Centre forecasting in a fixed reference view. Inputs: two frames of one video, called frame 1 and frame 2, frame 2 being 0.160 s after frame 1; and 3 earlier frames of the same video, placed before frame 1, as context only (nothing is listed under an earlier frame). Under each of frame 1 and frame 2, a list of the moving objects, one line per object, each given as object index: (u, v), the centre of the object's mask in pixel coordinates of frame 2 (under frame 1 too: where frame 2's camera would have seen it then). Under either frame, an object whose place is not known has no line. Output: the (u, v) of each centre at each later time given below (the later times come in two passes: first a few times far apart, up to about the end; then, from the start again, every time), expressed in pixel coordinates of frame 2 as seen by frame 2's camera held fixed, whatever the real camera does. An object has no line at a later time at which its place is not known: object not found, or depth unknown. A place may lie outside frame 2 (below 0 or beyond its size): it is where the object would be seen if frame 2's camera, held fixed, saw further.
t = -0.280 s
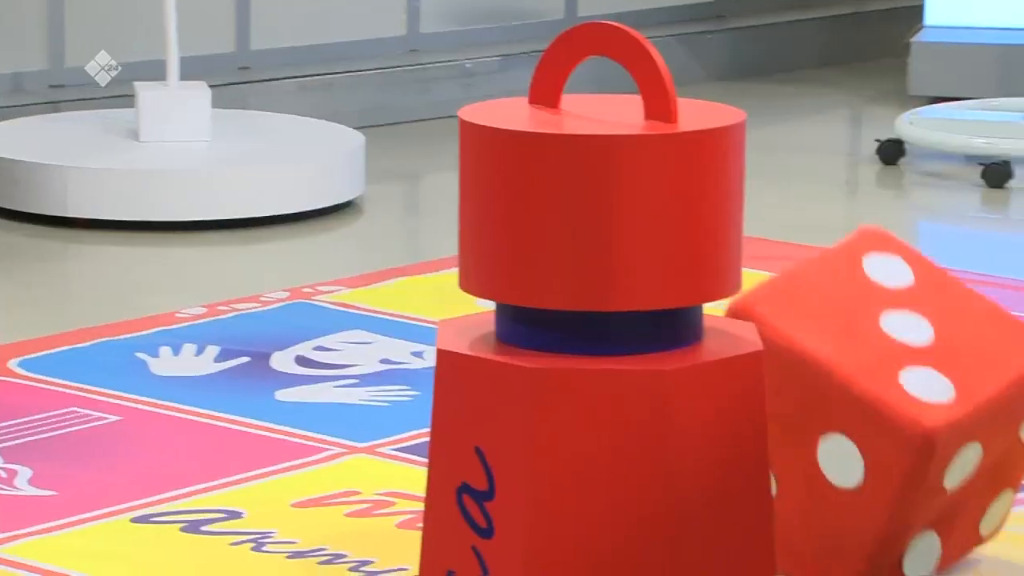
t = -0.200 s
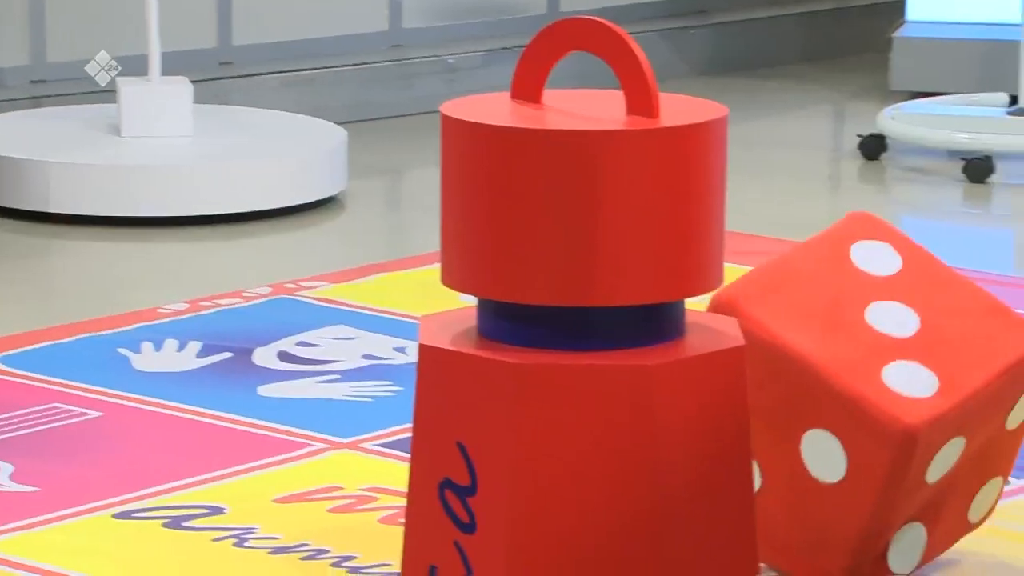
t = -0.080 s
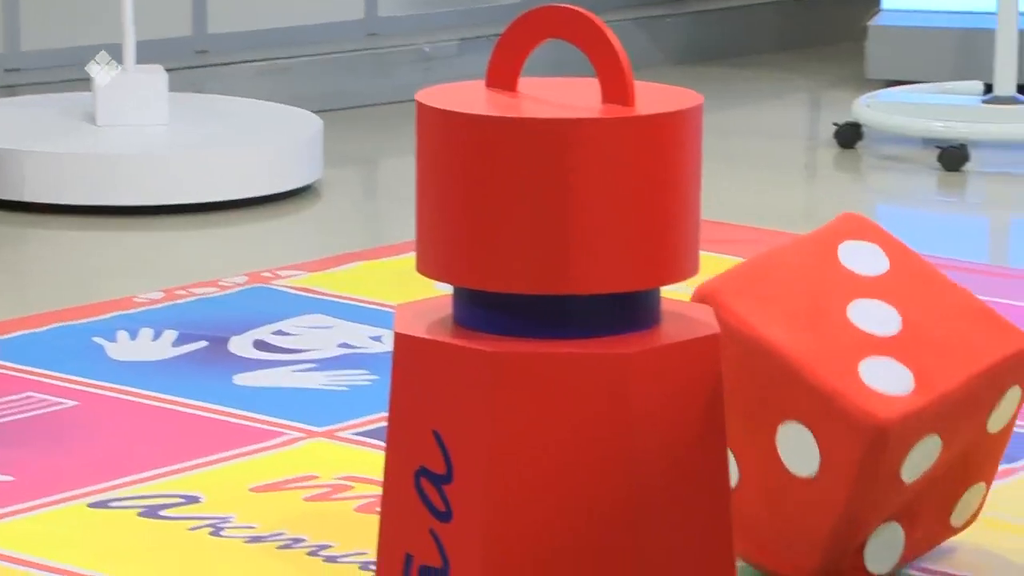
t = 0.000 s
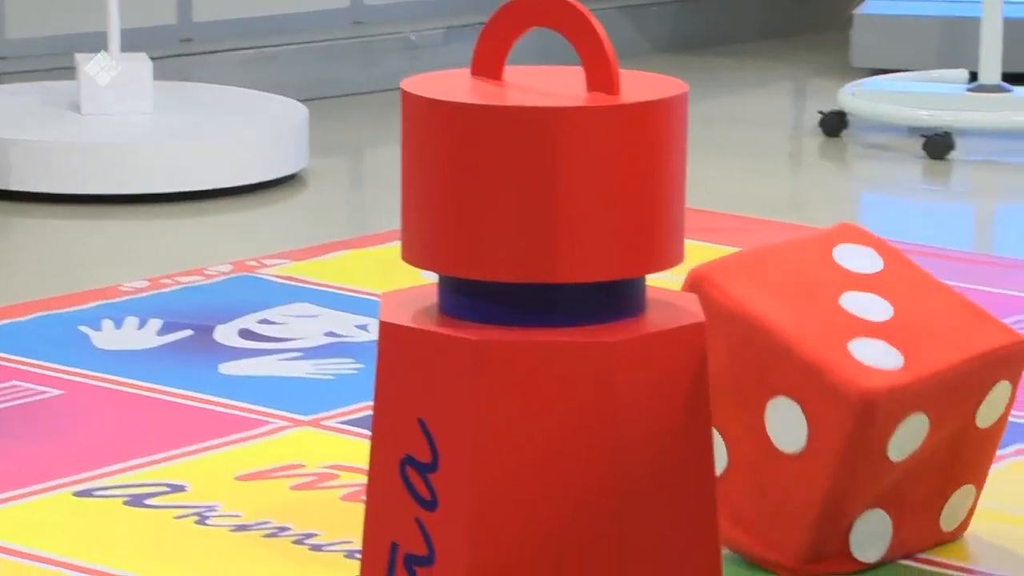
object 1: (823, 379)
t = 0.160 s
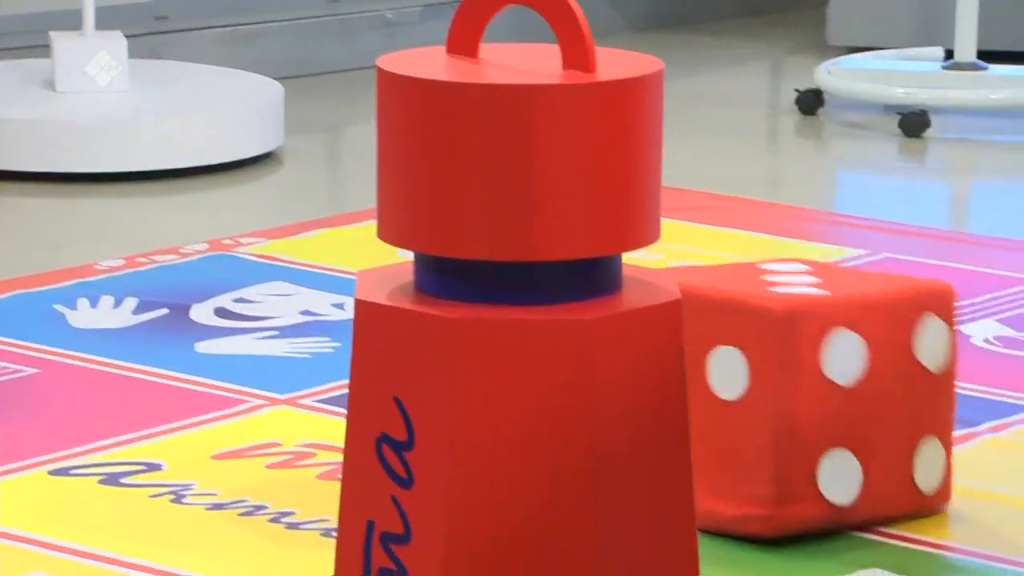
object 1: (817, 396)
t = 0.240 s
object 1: (804, 384)
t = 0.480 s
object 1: (799, 394)
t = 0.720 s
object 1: (798, 393)
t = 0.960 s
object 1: (798, 393)
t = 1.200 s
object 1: (798, 393)
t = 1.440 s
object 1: (798, 393)
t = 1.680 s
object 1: (798, 393)
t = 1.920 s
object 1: (798, 393)
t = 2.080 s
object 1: (798, 393)
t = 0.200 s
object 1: (810, 387)
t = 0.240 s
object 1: (804, 384)
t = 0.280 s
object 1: (801, 386)
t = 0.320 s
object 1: (799, 391)
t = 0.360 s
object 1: (799, 395)
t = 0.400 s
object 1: (798, 393)
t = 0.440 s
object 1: (798, 393)
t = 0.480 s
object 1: (799, 394)
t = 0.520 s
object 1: (799, 394)
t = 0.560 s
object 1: (799, 394)
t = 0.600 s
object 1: (798, 393)
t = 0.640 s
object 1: (798, 393)
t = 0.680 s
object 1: (798, 393)
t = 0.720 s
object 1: (798, 393)
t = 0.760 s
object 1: (798, 393)
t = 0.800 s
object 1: (798, 393)
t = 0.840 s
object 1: (798, 393)
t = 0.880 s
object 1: (798, 393)
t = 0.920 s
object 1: (798, 393)
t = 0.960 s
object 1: (798, 393)
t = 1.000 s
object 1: (798, 393)
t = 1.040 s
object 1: (798, 393)
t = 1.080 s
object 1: (798, 393)
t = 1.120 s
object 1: (798, 393)
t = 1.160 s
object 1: (798, 393)
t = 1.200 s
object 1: (798, 393)
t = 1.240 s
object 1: (798, 393)
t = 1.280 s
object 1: (798, 393)
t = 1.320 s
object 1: (798, 393)
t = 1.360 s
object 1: (798, 393)
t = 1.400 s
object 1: (798, 393)
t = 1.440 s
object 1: (798, 393)
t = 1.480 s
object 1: (798, 393)
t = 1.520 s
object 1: (798, 393)
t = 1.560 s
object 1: (798, 393)
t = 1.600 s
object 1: (798, 393)
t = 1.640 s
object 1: (798, 393)
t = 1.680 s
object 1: (798, 393)
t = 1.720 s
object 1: (798, 393)
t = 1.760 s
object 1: (798, 393)
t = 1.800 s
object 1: (798, 393)
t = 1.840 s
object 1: (798, 393)
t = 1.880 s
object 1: (798, 393)
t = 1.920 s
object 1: (798, 393)
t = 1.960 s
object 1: (798, 393)
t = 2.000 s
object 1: (798, 393)
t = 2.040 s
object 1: (798, 393)
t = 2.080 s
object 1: (798, 393)
